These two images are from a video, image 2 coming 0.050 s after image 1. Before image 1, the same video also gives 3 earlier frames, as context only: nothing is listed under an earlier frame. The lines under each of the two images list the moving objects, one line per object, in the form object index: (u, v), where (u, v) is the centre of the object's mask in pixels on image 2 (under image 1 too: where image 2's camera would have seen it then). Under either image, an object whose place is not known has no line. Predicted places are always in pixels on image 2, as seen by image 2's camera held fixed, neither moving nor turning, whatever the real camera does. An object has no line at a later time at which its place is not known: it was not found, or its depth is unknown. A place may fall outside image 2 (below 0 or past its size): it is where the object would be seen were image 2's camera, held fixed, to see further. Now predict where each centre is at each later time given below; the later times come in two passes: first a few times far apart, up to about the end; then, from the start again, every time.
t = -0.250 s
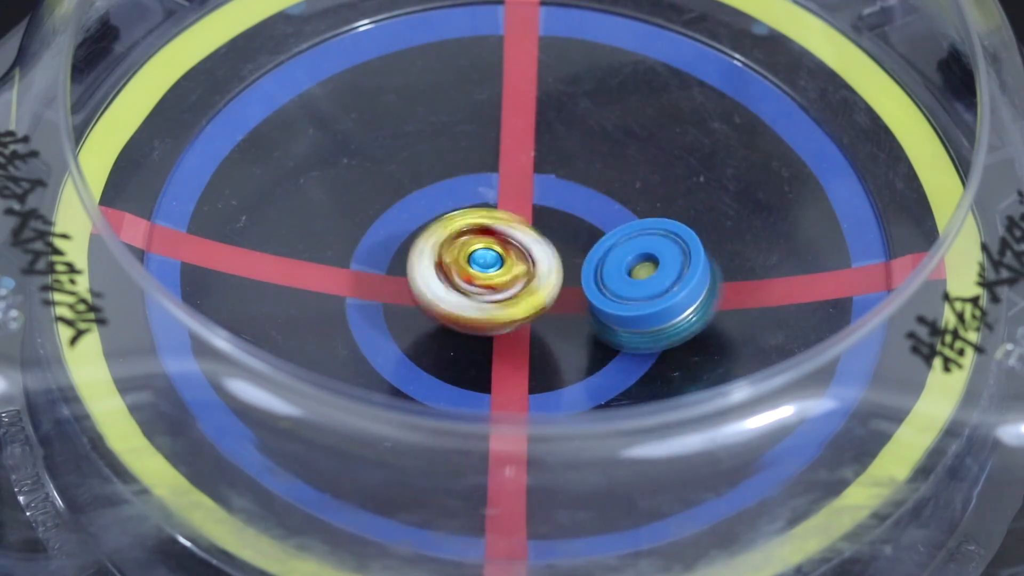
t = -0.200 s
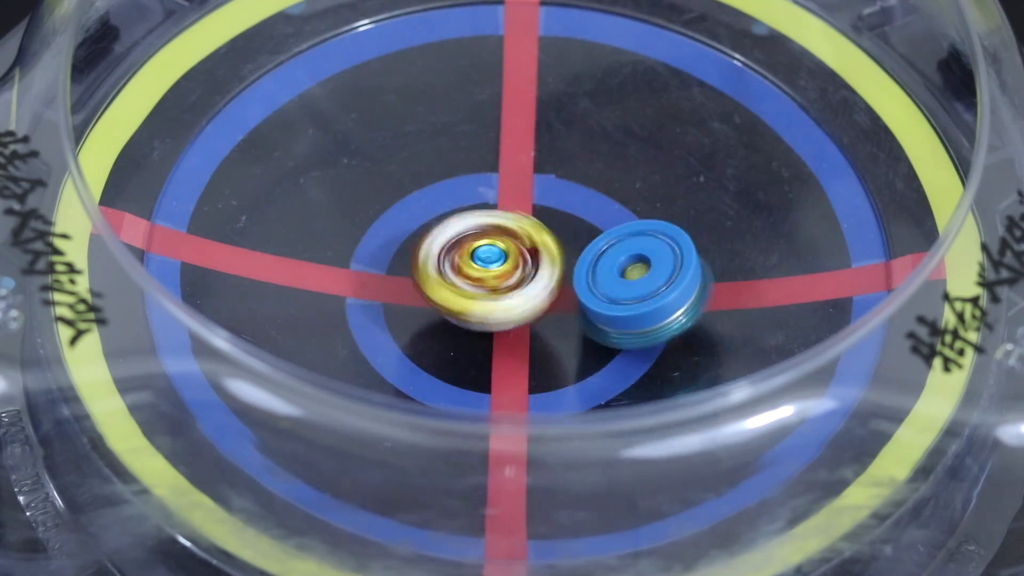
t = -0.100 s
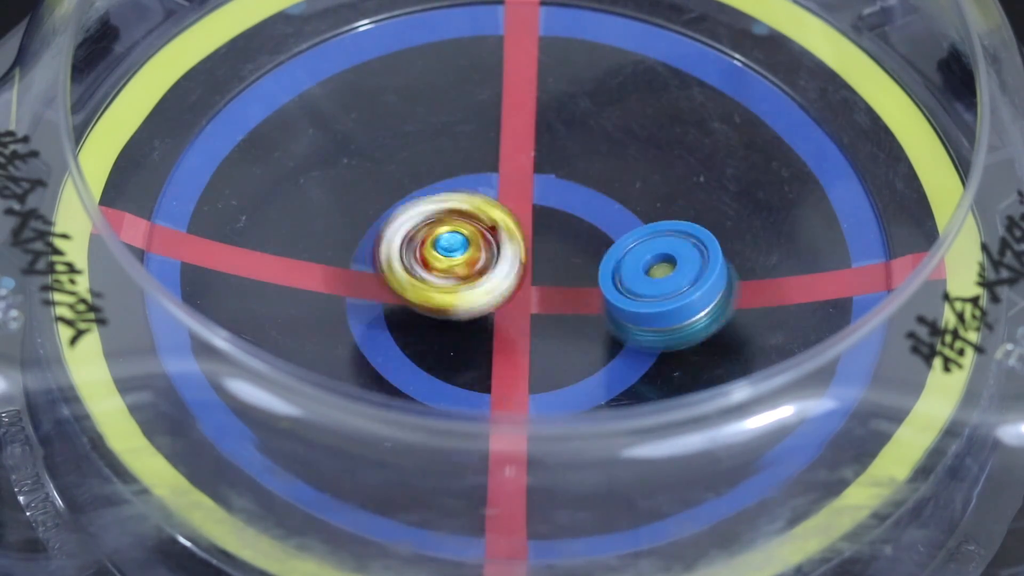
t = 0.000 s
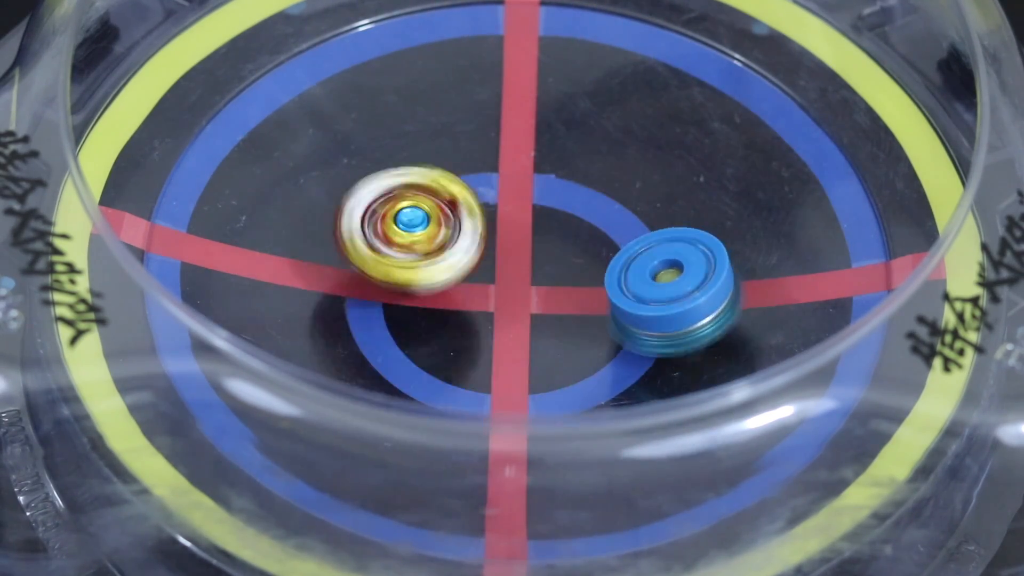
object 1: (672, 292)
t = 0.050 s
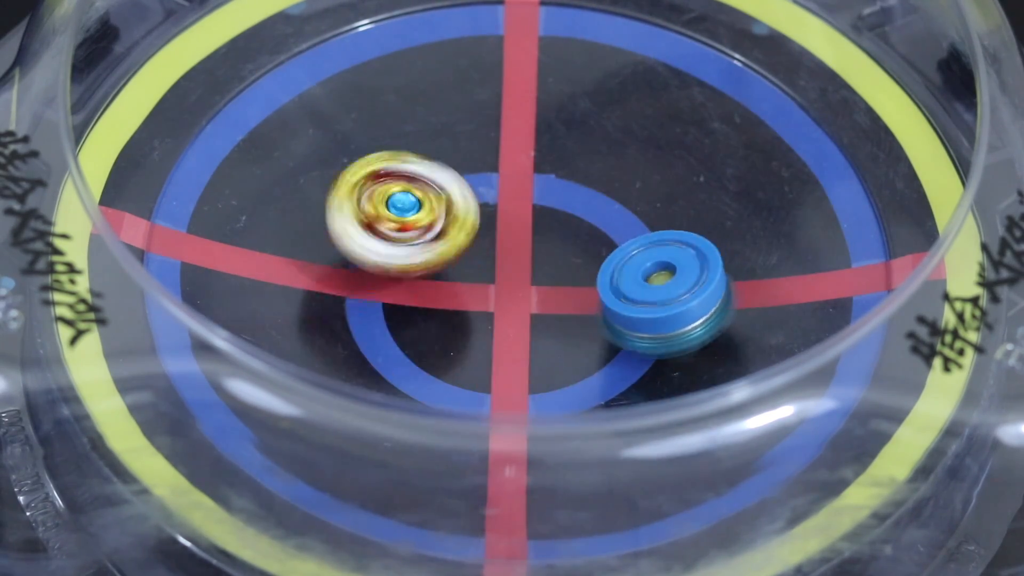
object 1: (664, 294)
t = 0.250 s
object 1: (599, 297)
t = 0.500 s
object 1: (523, 316)
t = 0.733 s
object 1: (444, 309)
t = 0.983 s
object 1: (393, 304)
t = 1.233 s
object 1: (570, 159)
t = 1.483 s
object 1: (392, 284)
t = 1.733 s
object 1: (460, 195)
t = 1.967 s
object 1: (438, 239)
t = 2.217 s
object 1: (424, 247)
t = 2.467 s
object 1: (414, 269)
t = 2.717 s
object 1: (429, 269)
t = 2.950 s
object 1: (435, 271)
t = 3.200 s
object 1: (442, 274)
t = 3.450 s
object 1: (440, 283)
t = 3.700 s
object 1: (429, 291)
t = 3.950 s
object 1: (433, 292)
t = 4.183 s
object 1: (433, 297)
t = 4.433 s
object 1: (436, 299)
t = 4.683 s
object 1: (441, 302)
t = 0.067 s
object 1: (660, 293)
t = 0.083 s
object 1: (655, 294)
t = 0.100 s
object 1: (650, 295)
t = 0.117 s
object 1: (645, 296)
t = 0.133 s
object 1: (640, 296)
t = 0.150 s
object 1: (635, 297)
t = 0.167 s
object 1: (630, 296)
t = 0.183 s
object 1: (624, 295)
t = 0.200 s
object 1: (617, 294)
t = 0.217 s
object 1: (611, 295)
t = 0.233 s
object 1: (605, 295)
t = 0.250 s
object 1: (599, 297)
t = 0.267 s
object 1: (592, 297)
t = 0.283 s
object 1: (586, 297)
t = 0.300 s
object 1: (580, 296)
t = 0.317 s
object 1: (573, 295)
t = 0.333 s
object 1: (567, 295)
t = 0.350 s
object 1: (560, 295)
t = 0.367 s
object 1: (554, 297)
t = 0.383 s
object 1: (552, 301)
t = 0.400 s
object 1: (550, 307)
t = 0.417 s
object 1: (548, 311)
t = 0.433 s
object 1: (544, 312)
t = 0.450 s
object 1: (539, 313)
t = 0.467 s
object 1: (534, 314)
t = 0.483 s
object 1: (529, 315)
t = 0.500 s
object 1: (523, 316)
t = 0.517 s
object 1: (519, 316)
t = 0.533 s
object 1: (514, 316)
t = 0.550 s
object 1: (509, 315)
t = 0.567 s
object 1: (503, 314)
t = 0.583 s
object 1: (497, 313)
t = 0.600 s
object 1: (492, 313)
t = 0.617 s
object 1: (487, 313)
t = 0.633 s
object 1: (482, 312)
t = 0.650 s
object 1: (478, 311)
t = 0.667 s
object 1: (473, 309)
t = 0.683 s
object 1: (468, 307)
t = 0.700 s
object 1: (463, 306)
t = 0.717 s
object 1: (457, 305)
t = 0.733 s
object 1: (444, 309)
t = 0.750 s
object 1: (431, 314)
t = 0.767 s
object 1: (419, 317)
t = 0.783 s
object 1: (411, 317)
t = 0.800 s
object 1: (402, 316)
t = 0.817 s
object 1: (396, 315)
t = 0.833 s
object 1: (391, 315)
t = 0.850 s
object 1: (387, 315)
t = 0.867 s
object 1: (385, 314)
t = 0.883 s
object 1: (384, 312)
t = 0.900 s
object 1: (384, 309)
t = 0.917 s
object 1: (383, 307)
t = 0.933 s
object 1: (384, 306)
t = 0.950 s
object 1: (386, 305)
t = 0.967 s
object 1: (389, 305)
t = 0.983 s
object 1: (393, 304)
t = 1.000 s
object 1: (397, 302)
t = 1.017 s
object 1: (401, 300)
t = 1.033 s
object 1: (405, 299)
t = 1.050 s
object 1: (408, 299)
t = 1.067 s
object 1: (439, 287)
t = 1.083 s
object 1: (423, 259)
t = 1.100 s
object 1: (415, 228)
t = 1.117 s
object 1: (417, 196)
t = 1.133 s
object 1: (433, 172)
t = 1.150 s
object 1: (459, 159)
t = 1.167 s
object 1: (486, 152)
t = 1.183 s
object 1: (516, 142)
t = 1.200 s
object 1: (529, 110)
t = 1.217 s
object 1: (552, 129)
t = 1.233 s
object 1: (570, 159)
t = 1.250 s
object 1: (584, 192)
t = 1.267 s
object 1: (626, 207)
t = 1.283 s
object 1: (684, 197)
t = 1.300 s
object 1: (666, 222)
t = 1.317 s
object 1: (637, 247)
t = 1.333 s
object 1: (600, 270)
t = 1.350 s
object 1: (621, 302)
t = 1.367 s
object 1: (598, 316)
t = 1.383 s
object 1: (564, 320)
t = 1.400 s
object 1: (529, 318)
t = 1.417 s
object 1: (498, 323)
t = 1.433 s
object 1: (469, 318)
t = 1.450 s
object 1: (446, 303)
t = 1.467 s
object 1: (425, 289)
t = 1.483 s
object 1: (392, 284)
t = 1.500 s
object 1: (390, 267)
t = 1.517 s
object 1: (401, 249)
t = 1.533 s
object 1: (420, 234)
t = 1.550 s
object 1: (402, 216)
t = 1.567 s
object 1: (432, 211)
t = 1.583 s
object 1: (458, 205)
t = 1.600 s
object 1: (441, 163)
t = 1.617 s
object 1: (464, 171)
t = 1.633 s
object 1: (486, 185)
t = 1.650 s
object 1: (502, 203)
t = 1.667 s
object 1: (499, 188)
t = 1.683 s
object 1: (493, 187)
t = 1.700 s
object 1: (482, 182)
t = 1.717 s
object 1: (470, 193)
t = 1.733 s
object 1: (460, 195)
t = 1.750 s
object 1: (455, 191)
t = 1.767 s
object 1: (449, 194)
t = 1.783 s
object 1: (448, 193)
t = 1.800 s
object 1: (444, 196)
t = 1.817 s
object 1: (446, 195)
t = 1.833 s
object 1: (444, 191)
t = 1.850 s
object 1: (444, 197)
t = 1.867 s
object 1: (442, 203)
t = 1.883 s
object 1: (436, 206)
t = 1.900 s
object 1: (439, 217)
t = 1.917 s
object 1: (439, 222)
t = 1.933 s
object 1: (443, 232)
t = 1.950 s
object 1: (441, 237)
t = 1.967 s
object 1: (438, 239)
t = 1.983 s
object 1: (433, 236)
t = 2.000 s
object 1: (432, 234)
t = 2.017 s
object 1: (418, 228)
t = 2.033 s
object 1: (418, 228)
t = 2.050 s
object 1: (421, 227)
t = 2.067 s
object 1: (413, 225)
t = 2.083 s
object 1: (413, 227)
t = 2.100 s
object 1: (402, 226)
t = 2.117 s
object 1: (415, 237)
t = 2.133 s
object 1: (423, 240)
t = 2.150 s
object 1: (413, 240)
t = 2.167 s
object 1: (415, 244)
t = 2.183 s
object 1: (422, 245)
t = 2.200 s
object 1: (421, 243)
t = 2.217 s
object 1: (424, 247)
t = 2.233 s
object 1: (423, 242)
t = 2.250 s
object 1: (413, 240)
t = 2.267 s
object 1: (410, 241)
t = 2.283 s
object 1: (418, 242)
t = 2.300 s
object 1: (416, 245)
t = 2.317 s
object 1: (418, 249)
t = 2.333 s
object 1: (420, 253)
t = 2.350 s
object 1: (423, 258)
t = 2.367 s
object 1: (425, 258)
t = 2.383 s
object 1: (421, 261)
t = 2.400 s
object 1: (424, 263)
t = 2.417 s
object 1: (420, 264)
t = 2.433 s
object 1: (417, 267)
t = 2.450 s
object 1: (419, 266)
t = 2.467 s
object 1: (414, 269)
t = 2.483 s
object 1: (421, 269)
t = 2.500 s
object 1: (427, 266)
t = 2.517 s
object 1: (427, 268)
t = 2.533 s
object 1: (427, 266)
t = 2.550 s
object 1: (423, 269)
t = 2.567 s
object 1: (425, 267)
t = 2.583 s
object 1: (424, 268)
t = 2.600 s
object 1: (426, 268)
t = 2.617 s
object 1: (425, 269)
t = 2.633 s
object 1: (427, 269)
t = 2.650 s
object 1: (426, 268)
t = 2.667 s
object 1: (428, 270)
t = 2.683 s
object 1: (427, 268)
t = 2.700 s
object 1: (428, 270)
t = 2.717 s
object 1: (429, 269)
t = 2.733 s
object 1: (429, 271)
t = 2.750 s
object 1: (431, 269)
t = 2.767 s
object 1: (432, 271)
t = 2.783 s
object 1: (434, 269)
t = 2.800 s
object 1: (434, 271)
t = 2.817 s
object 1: (433, 269)
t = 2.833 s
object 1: (431, 270)
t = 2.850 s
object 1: (432, 268)
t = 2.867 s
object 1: (432, 269)
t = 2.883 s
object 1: (435, 268)
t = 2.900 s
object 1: (434, 269)
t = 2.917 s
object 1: (436, 269)
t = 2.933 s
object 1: (435, 269)
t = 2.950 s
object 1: (435, 271)
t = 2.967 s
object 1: (434, 270)
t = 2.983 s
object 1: (435, 272)
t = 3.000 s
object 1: (435, 271)
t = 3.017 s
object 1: (435, 273)
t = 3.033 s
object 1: (436, 271)
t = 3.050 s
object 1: (436, 274)
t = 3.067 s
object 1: (437, 272)
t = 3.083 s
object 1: (437, 275)
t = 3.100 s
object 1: (440, 273)
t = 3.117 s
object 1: (440, 275)
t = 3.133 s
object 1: (442, 273)
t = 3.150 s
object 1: (442, 275)
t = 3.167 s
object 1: (442, 273)
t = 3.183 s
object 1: (440, 276)
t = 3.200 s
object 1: (442, 274)
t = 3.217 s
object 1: (440, 277)
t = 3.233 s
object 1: (439, 277)
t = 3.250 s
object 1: (437, 278)
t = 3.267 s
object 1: (438, 278)
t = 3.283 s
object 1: (437, 279)
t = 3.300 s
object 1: (438, 280)
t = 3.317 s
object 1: (437, 280)
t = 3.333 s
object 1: (438, 281)
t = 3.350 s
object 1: (438, 281)
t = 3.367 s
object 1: (439, 283)
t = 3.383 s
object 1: (439, 281)
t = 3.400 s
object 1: (440, 284)
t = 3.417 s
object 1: (441, 282)
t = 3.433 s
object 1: (441, 284)
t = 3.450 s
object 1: (440, 283)
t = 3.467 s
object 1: (437, 285)
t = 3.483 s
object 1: (437, 283)
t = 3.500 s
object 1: (437, 286)
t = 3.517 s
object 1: (438, 284)
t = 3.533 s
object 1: (438, 287)
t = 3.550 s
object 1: (438, 285)
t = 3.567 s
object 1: (438, 287)
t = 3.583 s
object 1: (435, 286)
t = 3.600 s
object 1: (431, 289)
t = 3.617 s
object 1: (430, 287)
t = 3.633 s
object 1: (430, 289)
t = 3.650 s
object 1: (430, 288)
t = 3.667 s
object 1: (429, 290)
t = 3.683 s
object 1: (430, 288)
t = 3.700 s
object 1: (429, 291)
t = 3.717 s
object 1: (430, 289)
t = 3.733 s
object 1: (430, 291)
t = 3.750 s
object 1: (431, 289)
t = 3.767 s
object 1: (430, 291)
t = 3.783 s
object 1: (432, 290)
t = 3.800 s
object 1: (432, 291)
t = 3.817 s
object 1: (434, 290)
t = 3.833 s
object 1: (433, 291)
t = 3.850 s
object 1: (436, 290)
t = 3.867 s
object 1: (436, 291)
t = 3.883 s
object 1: (439, 289)
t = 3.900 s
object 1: (438, 290)
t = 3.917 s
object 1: (436, 291)
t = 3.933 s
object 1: (433, 292)
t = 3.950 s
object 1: (433, 292)
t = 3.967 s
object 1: (432, 292)
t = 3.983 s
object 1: (434, 292)
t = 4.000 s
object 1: (434, 292)
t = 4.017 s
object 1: (436, 292)
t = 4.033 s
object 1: (436, 292)
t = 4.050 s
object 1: (436, 293)
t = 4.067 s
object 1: (433, 294)
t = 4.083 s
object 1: (432, 295)
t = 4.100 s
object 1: (431, 295)
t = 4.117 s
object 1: (432, 296)
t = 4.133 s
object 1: (431, 296)
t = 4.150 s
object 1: (432, 296)
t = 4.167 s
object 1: (432, 296)
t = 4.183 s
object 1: (433, 297)
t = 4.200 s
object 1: (433, 296)
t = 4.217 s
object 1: (435, 297)
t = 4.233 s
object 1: (435, 297)
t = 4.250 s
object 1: (436, 297)
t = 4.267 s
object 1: (436, 297)
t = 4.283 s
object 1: (438, 297)
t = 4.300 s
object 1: (438, 296)
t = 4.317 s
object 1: (438, 298)
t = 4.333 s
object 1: (436, 297)
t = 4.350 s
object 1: (438, 297)
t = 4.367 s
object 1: (438, 297)
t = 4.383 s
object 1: (439, 298)
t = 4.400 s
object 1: (438, 297)
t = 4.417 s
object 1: (438, 299)
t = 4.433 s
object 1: (436, 299)
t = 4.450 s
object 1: (438, 299)
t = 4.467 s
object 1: (438, 299)
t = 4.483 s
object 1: (440, 299)
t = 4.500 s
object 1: (439, 299)
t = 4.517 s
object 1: (441, 299)
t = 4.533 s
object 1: (441, 299)
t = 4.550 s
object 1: (443, 299)
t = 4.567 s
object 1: (441, 300)
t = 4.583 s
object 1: (440, 300)
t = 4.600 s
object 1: (437, 303)
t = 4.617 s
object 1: (439, 301)
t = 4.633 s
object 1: (438, 303)
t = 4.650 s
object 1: (440, 302)
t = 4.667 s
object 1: (439, 304)
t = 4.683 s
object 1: (441, 302)
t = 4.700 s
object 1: (441, 304)
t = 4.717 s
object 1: (443, 303)
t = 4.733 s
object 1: (443, 305)
